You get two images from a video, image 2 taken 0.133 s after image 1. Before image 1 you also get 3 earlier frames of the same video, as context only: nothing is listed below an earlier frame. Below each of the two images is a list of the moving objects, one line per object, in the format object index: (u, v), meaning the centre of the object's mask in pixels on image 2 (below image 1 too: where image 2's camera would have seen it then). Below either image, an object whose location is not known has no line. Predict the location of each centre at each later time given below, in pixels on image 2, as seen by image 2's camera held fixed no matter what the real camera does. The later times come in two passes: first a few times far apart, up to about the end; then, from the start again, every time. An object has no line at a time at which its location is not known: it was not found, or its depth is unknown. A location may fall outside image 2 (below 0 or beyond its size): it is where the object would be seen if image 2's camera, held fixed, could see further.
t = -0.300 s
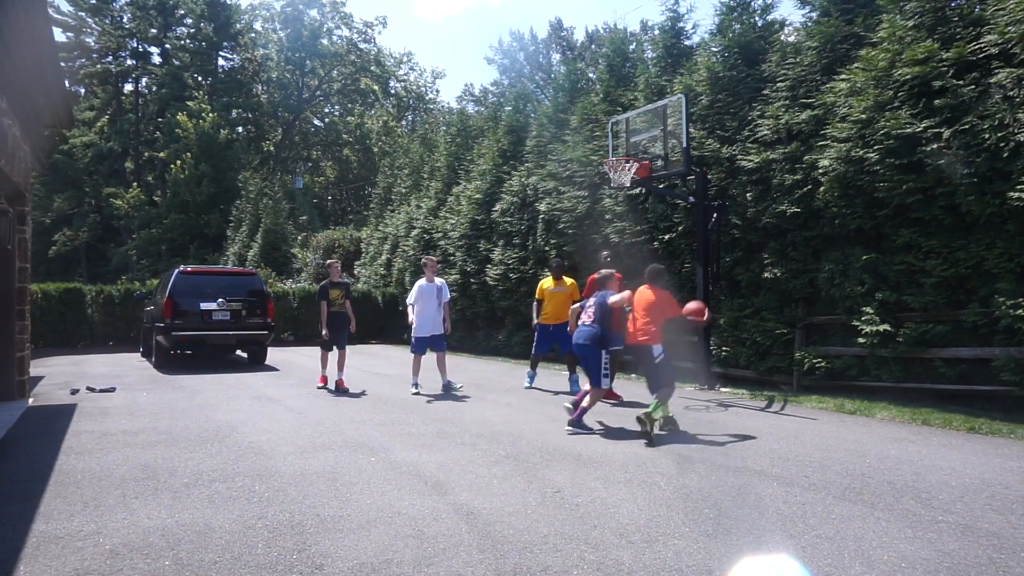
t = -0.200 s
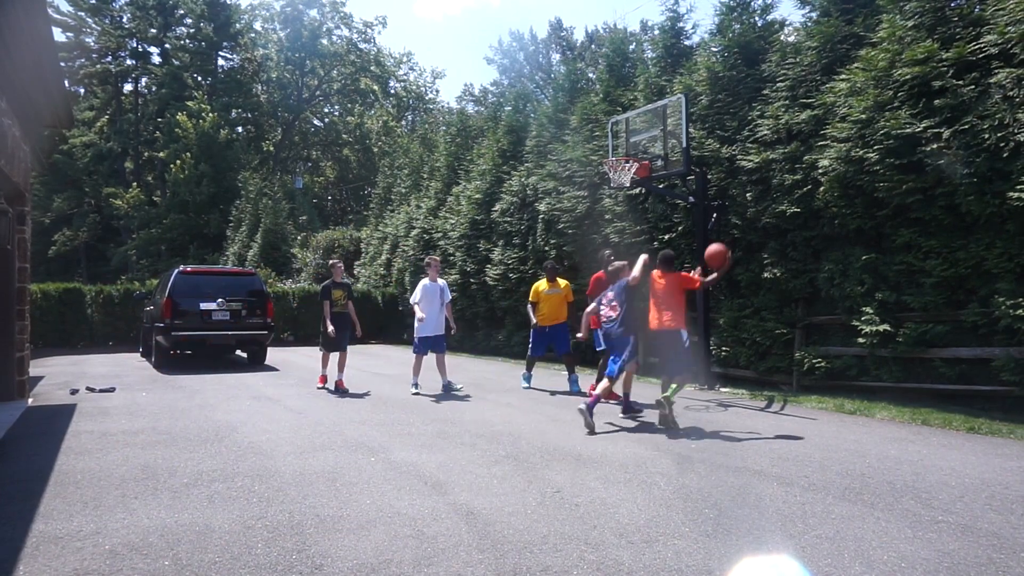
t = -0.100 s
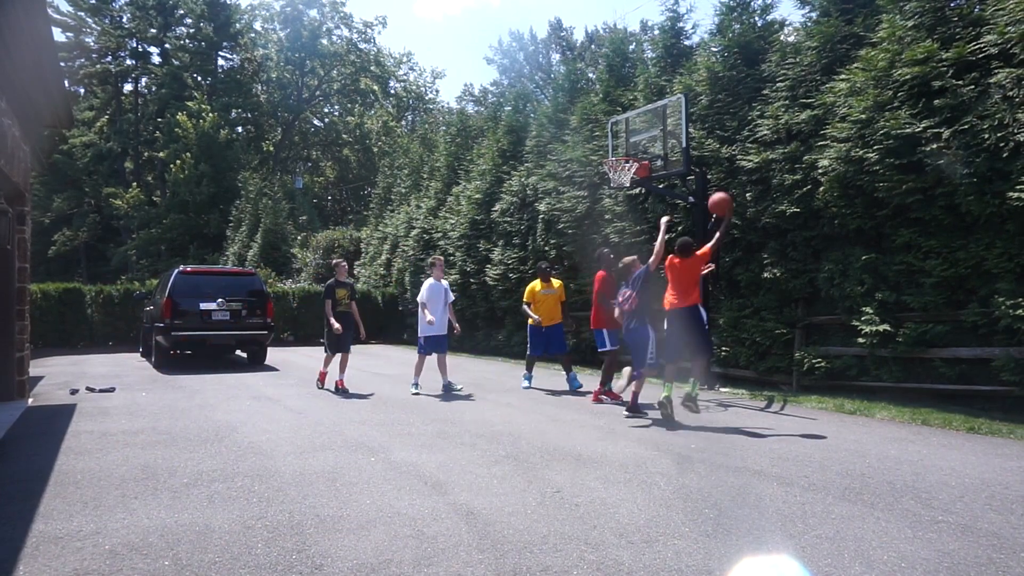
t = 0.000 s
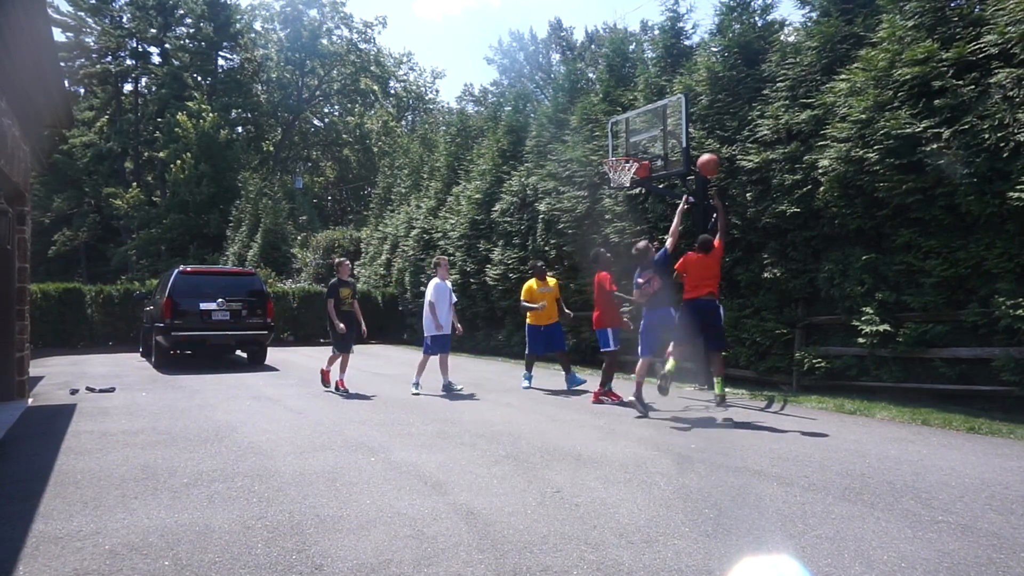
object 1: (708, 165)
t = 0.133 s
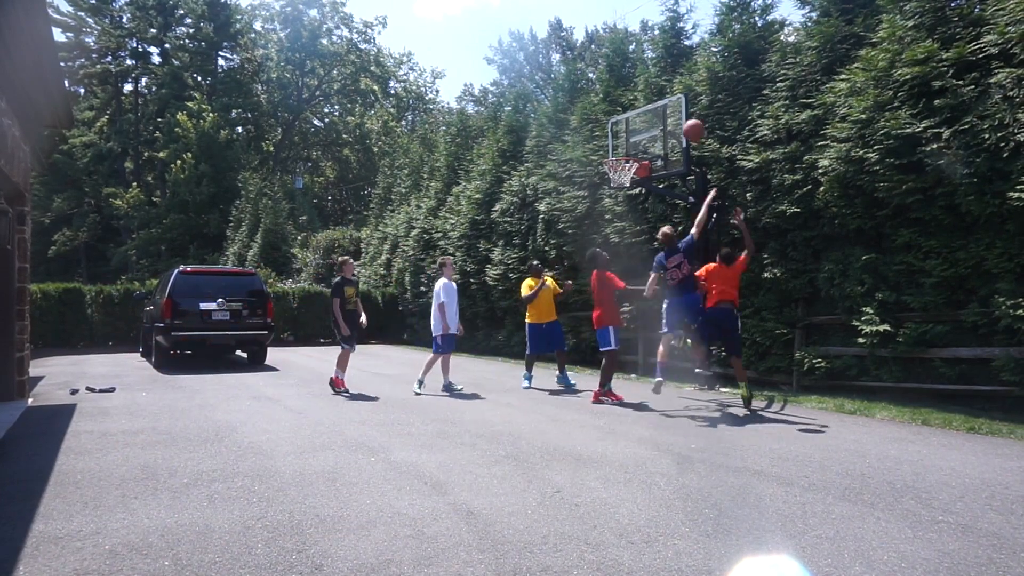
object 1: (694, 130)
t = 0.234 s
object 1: (682, 116)
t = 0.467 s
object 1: (662, 116)
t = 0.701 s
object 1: (641, 150)
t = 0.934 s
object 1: (624, 145)
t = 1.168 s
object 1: (614, 163)
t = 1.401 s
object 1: (628, 169)
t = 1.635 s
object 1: (622, 175)
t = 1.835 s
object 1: (617, 174)
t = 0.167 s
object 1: (690, 124)
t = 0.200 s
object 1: (686, 120)
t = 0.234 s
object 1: (682, 116)
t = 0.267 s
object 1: (680, 113)
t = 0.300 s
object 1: (676, 111)
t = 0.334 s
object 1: (673, 111)
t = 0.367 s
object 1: (670, 110)
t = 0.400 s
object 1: (667, 111)
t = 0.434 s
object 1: (664, 113)
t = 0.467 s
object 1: (662, 116)
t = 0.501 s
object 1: (658, 119)
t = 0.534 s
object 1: (656, 123)
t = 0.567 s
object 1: (654, 128)
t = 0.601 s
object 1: (652, 134)
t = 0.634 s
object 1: (649, 141)
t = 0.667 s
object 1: (645, 146)
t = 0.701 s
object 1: (641, 150)
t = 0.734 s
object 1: (638, 151)
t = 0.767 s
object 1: (635, 149)
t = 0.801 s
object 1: (633, 147)
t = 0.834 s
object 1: (631, 145)
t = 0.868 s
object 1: (629, 145)
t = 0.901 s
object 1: (627, 144)
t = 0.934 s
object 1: (624, 145)
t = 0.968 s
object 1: (623, 146)
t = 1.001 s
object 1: (621, 148)
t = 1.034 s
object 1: (618, 150)
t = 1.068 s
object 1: (615, 153)
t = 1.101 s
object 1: (614, 158)
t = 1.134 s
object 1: (614, 160)
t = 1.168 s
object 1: (614, 163)
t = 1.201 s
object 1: (615, 166)
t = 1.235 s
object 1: (617, 169)
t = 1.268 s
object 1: (620, 170)
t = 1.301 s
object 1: (621, 169)
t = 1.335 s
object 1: (624, 168)
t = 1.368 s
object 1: (626, 168)
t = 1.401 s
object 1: (628, 169)
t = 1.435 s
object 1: (629, 170)
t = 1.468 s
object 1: (629, 171)
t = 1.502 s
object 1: (629, 171)
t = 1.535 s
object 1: (628, 173)
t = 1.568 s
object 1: (628, 173)
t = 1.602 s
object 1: (626, 173)
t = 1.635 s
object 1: (622, 175)
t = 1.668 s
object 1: (622, 172)
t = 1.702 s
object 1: (621, 172)
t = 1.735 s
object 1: (617, 175)
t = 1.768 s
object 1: (617, 174)
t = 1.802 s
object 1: (616, 174)
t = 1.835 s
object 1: (617, 174)
